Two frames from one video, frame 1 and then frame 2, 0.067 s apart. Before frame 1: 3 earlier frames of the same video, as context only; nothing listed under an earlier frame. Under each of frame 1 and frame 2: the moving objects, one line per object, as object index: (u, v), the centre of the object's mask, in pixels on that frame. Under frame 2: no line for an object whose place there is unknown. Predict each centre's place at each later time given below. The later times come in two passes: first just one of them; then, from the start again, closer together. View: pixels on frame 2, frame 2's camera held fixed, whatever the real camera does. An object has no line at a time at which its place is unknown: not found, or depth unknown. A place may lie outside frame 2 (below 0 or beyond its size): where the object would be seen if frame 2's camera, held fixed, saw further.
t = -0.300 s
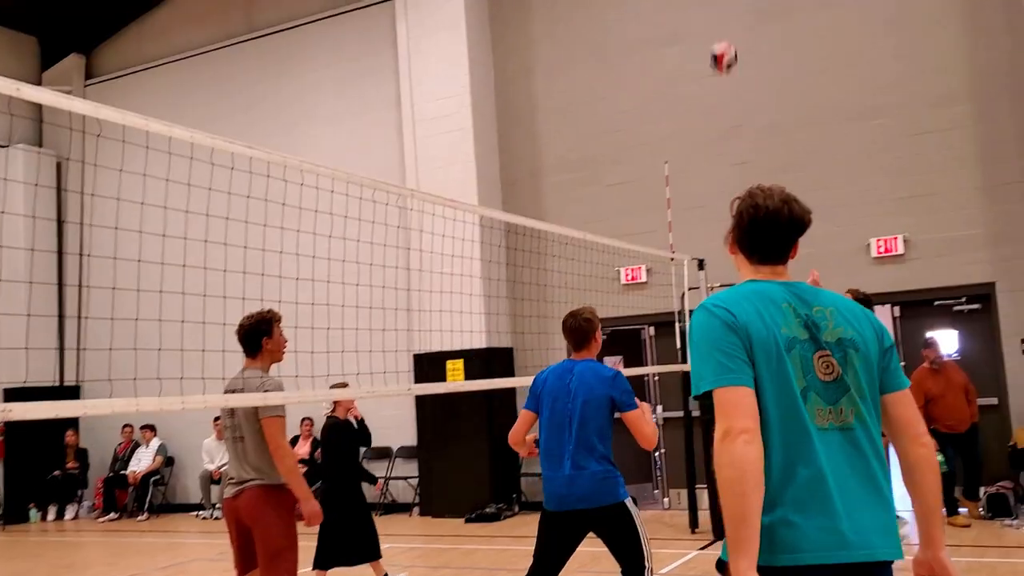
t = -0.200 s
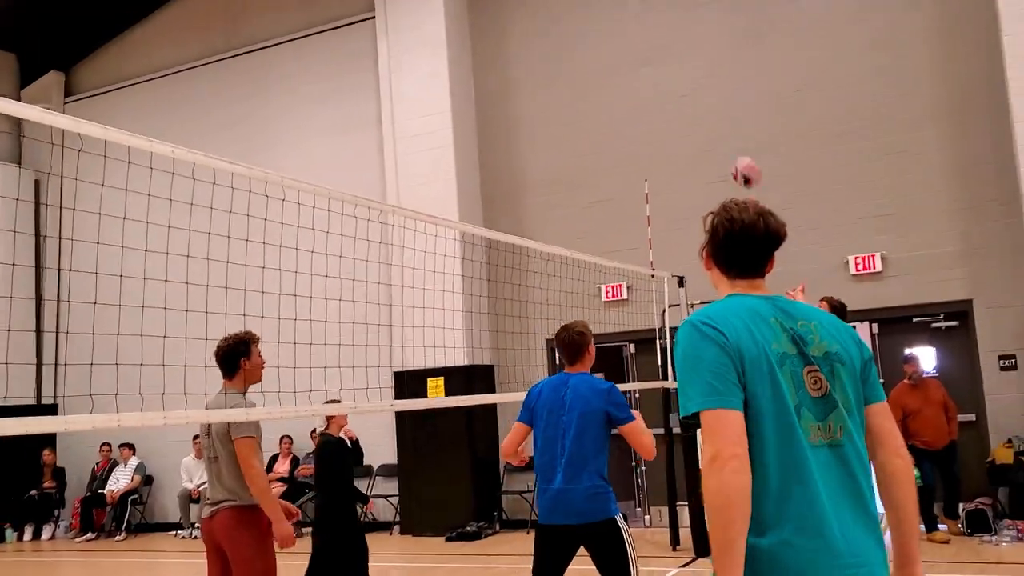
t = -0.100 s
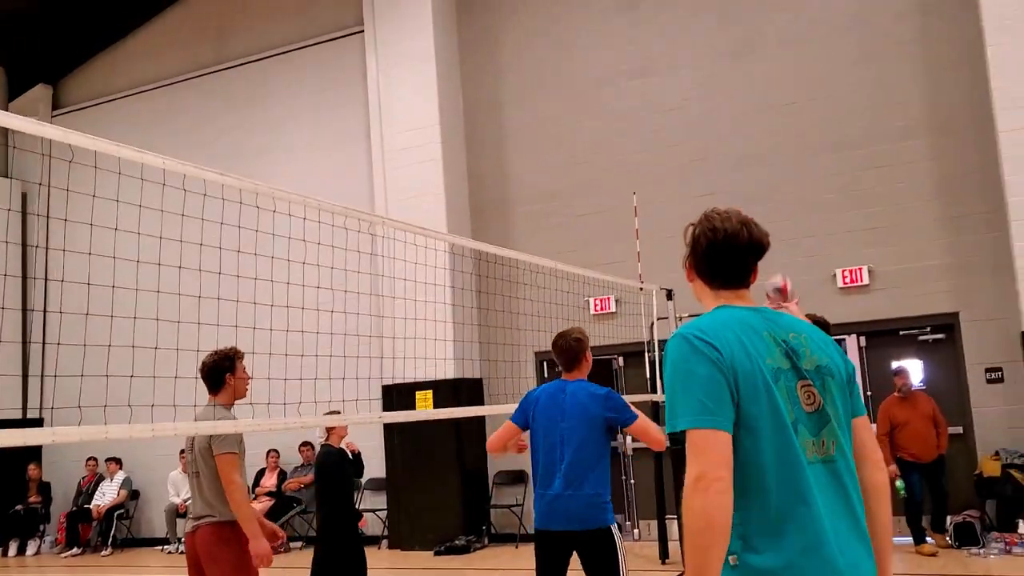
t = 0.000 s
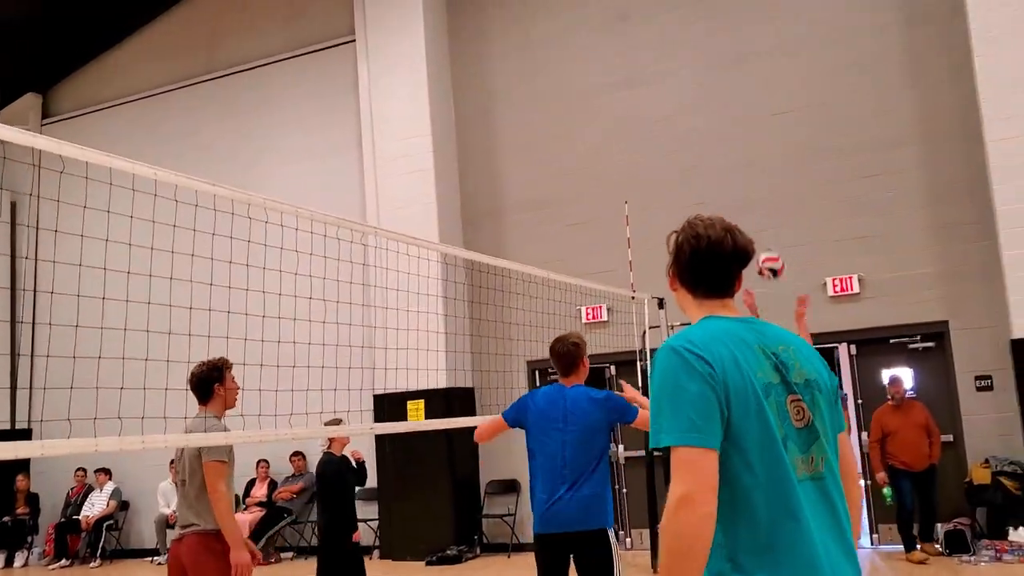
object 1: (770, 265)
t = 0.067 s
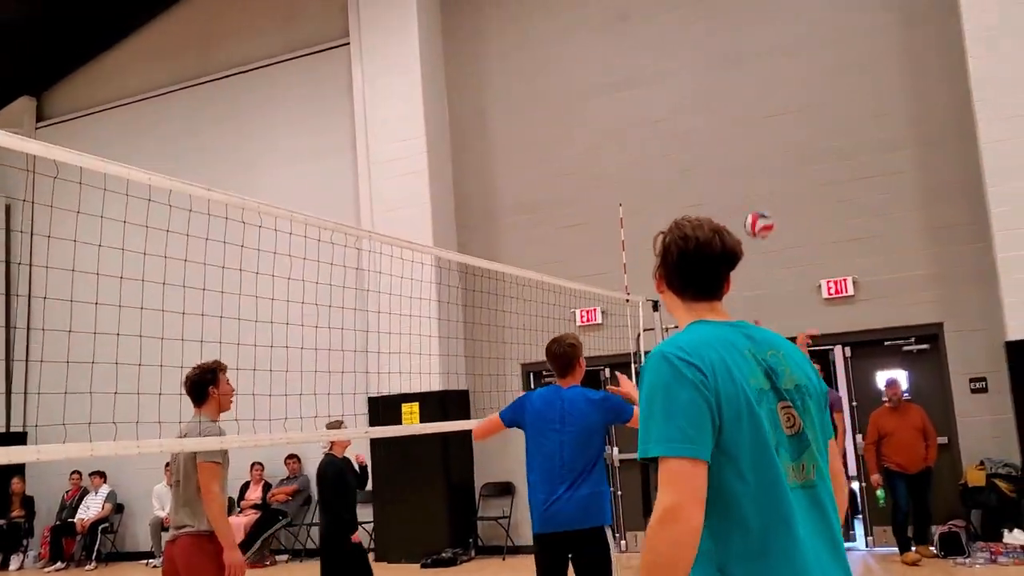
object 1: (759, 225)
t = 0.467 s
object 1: (734, 54)
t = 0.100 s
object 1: (757, 204)
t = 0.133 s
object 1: (753, 185)
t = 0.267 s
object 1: (747, 118)
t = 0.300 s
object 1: (744, 104)
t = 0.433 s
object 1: (736, 62)
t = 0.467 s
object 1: (734, 54)
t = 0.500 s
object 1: (734, 49)
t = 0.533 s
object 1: (732, 44)
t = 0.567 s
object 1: (731, 41)
